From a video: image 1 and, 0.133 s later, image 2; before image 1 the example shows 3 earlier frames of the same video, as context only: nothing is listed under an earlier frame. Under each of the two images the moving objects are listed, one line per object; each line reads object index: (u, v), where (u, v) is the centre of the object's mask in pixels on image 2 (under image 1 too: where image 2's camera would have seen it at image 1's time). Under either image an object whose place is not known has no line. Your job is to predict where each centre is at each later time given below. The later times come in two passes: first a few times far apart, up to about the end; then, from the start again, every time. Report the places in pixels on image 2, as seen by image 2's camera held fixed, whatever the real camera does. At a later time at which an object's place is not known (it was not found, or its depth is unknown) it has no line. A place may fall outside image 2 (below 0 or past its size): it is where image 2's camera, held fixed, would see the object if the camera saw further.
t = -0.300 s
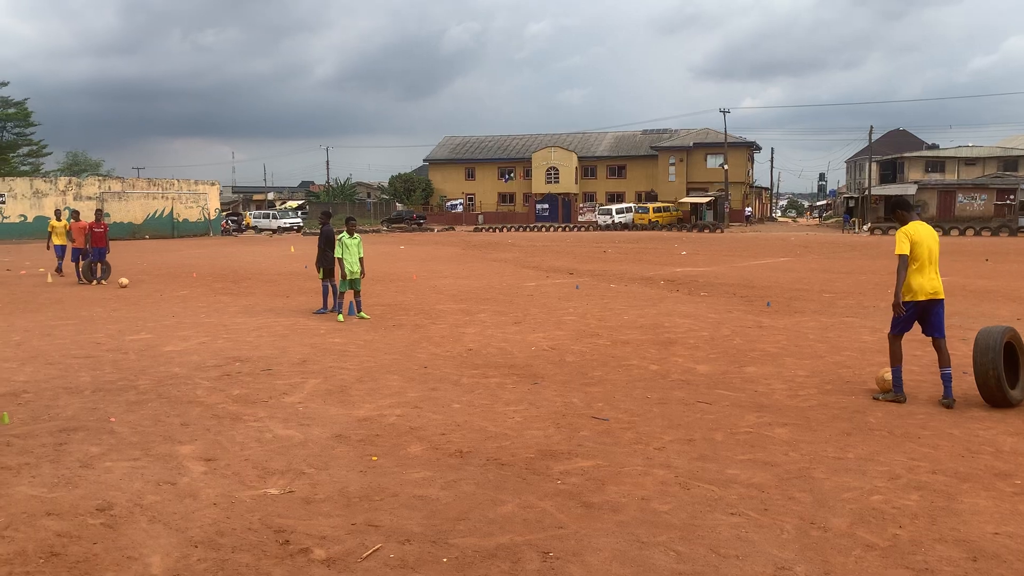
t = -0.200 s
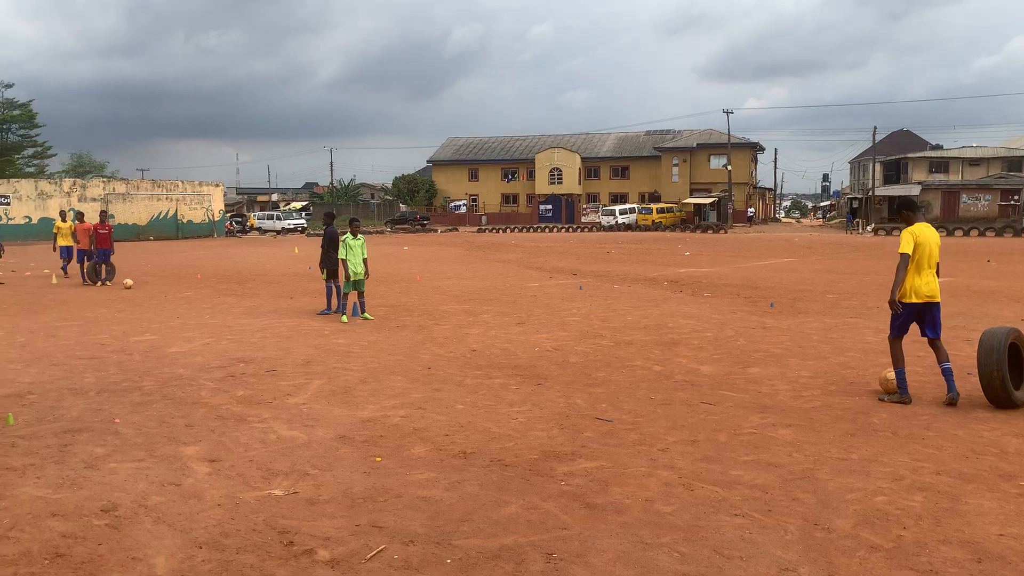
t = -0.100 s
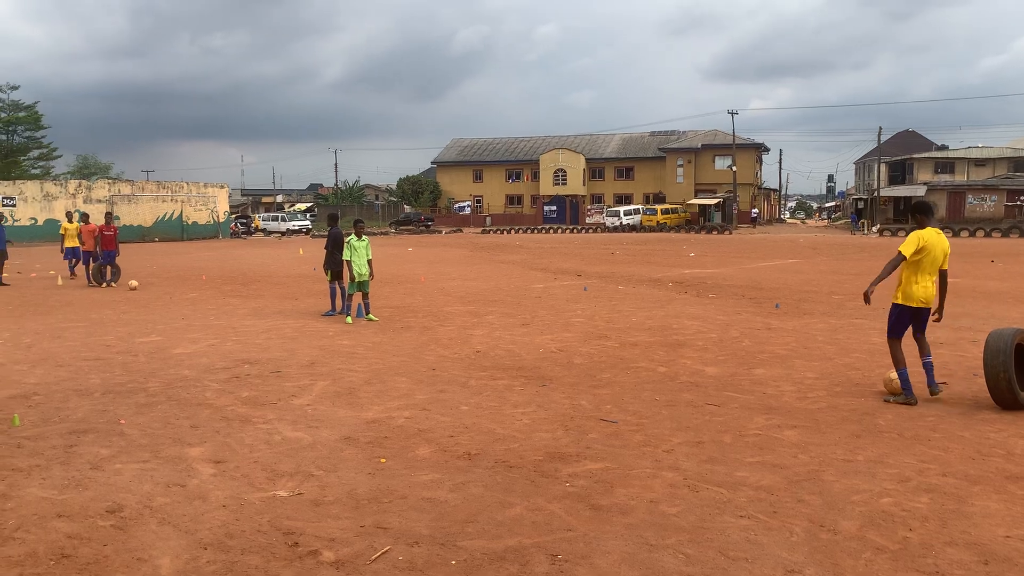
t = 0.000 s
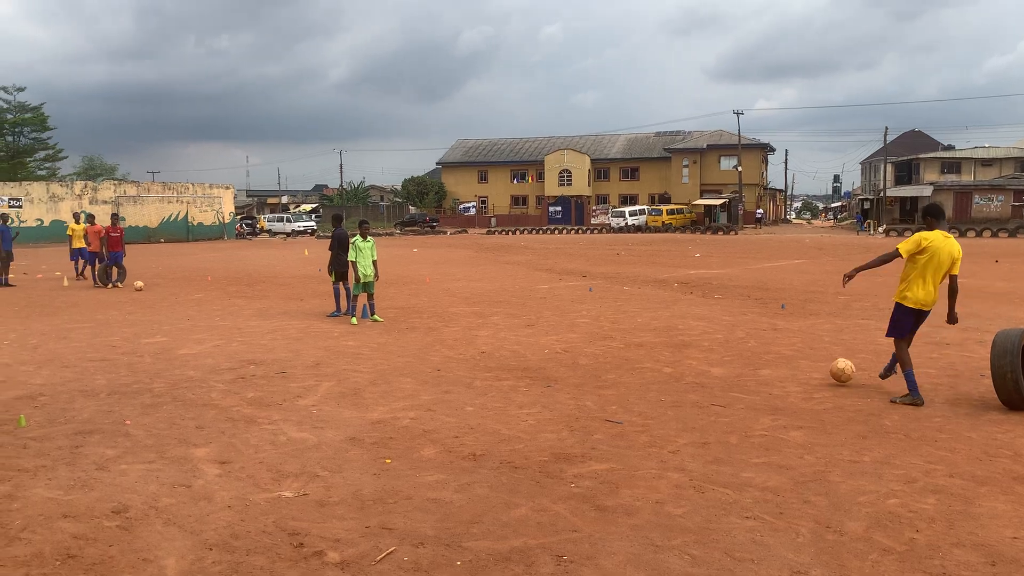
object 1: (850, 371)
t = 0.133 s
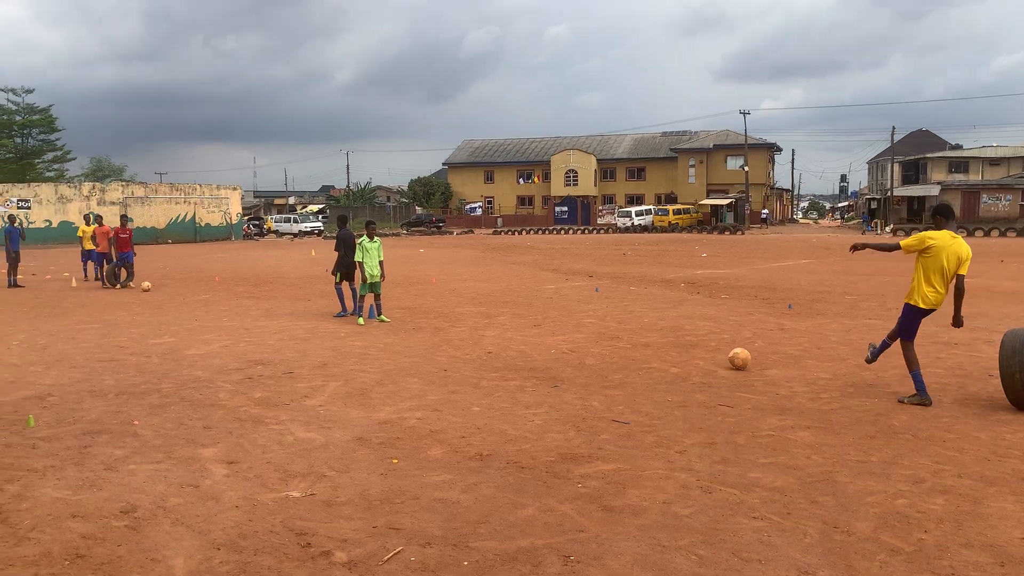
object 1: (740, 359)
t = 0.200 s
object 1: (697, 352)
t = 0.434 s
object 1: (590, 335)
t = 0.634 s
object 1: (529, 328)
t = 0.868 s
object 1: (470, 319)
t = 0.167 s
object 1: (718, 355)
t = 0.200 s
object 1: (697, 352)
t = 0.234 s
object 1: (678, 351)
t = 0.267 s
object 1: (661, 347)
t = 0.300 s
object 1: (645, 344)
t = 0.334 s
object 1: (629, 342)
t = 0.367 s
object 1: (614, 341)
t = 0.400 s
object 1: (602, 338)
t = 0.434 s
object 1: (590, 335)
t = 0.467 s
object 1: (579, 332)
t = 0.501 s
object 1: (568, 330)
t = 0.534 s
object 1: (558, 329)
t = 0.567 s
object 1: (548, 329)
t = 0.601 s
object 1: (538, 330)
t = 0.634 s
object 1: (529, 328)
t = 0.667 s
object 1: (520, 326)
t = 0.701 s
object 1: (511, 325)
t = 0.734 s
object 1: (503, 324)
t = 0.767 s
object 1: (494, 324)
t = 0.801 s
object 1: (486, 321)
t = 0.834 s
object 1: (478, 320)
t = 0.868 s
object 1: (470, 319)
